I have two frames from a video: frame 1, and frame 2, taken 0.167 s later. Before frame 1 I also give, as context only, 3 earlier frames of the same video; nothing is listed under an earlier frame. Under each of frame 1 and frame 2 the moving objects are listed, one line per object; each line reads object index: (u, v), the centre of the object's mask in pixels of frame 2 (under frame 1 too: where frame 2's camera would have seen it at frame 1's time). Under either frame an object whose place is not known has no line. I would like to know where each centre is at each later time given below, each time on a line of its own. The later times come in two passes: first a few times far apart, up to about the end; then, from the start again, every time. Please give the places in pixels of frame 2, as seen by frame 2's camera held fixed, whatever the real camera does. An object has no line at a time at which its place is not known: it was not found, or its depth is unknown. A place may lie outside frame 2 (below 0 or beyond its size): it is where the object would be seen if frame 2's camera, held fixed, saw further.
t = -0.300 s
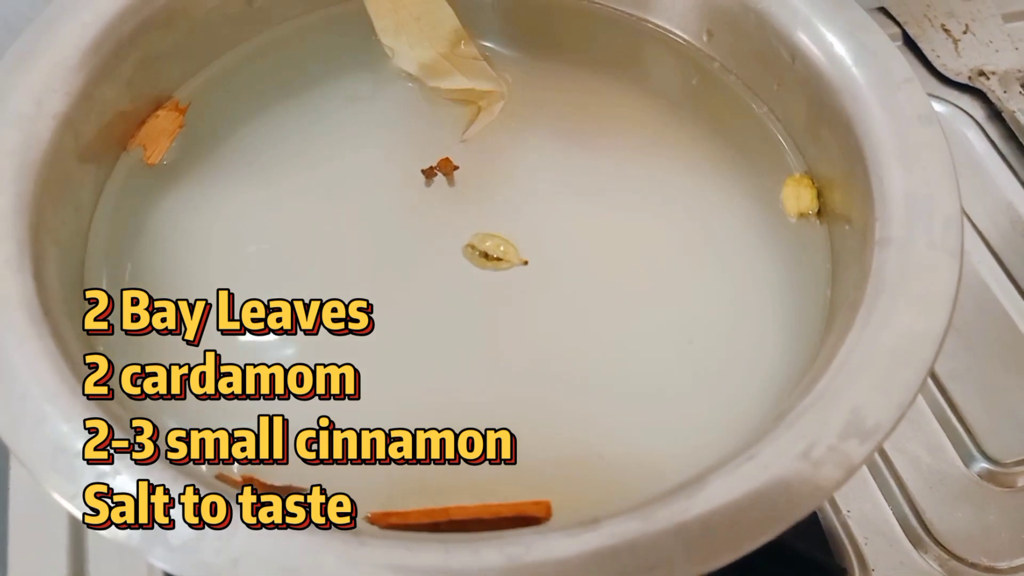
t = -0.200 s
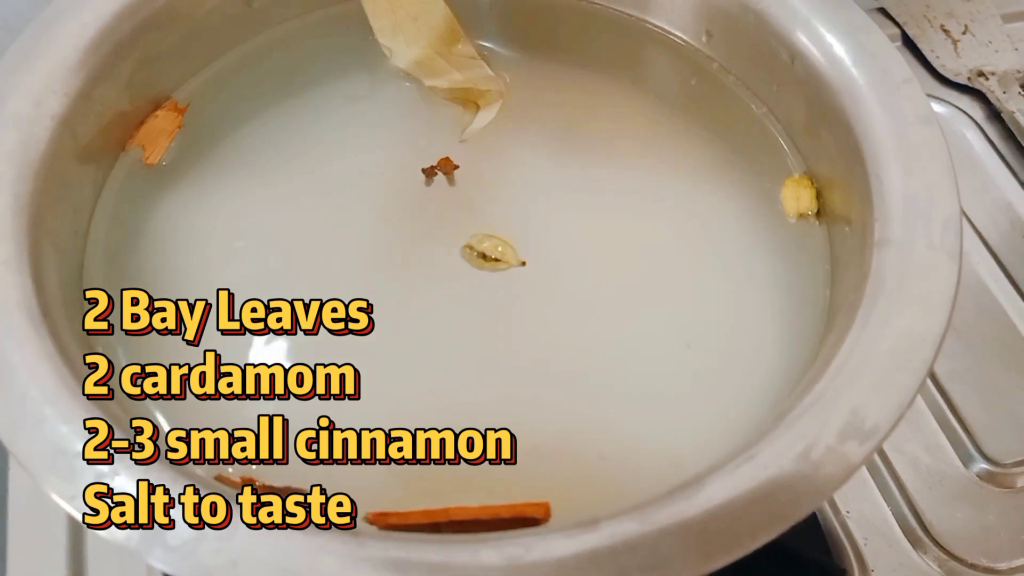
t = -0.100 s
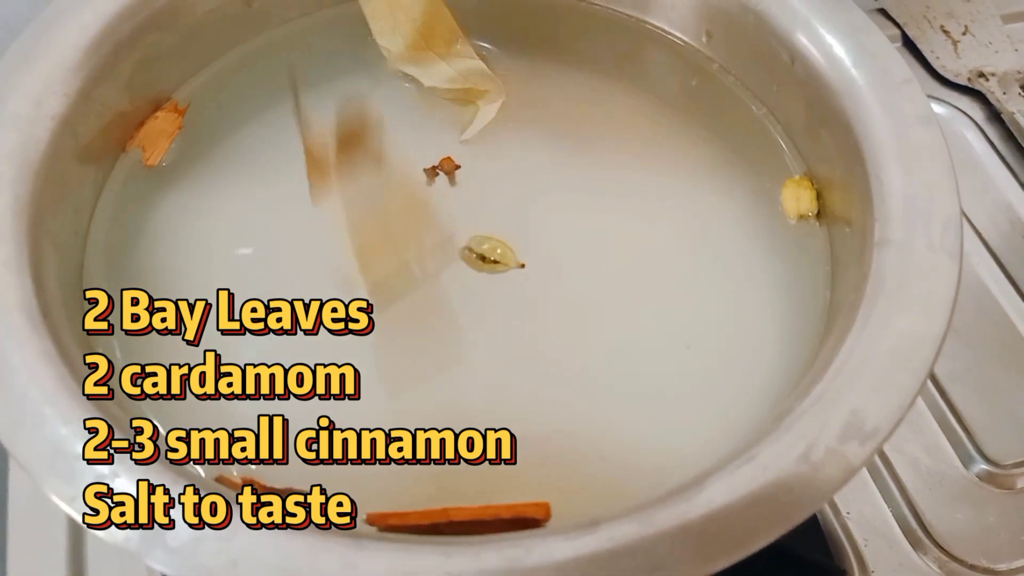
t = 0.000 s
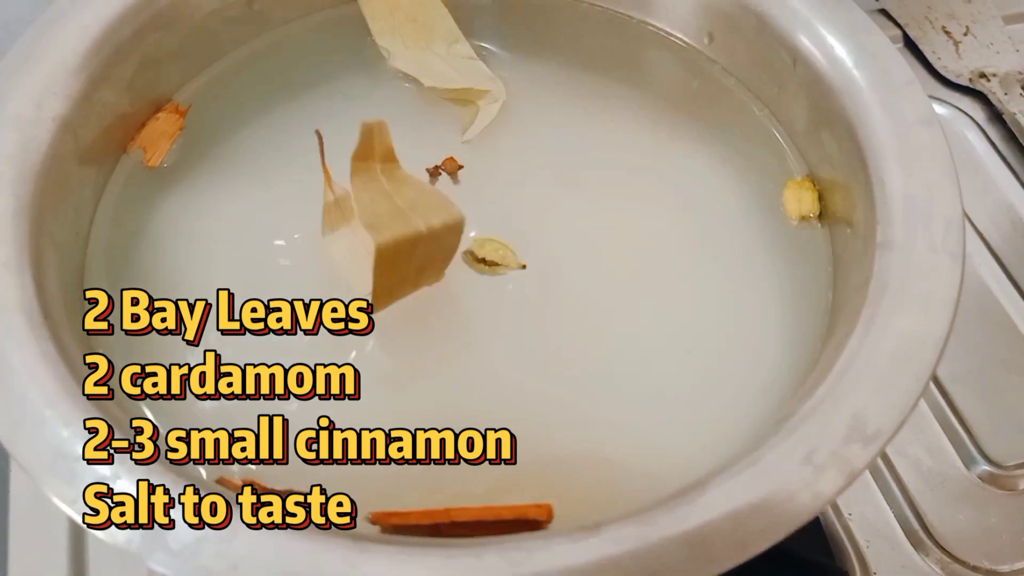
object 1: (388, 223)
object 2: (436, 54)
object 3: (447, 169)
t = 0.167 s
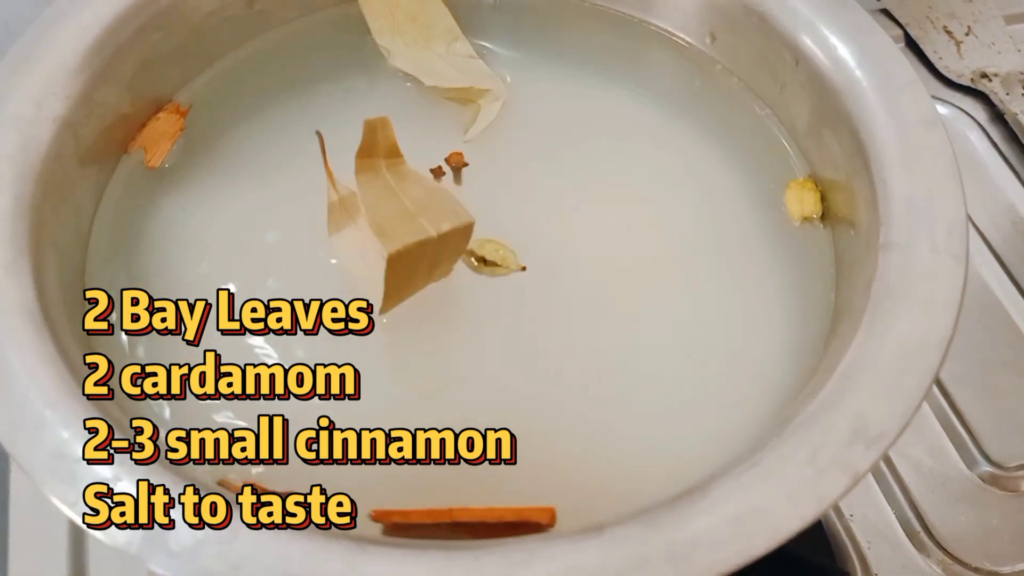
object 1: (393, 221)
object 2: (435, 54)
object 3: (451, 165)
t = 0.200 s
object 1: (396, 221)
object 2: (435, 54)
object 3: (451, 165)
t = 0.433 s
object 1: (407, 220)
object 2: (431, 50)
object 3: (455, 161)
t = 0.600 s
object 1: (413, 221)
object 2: (431, 49)
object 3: (460, 159)
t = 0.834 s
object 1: (419, 222)
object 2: (429, 47)
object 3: (467, 157)
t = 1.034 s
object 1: (422, 222)
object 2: (429, 48)
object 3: (479, 151)
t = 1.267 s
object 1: (426, 225)
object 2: (425, 46)
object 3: (486, 150)
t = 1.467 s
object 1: (429, 227)
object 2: (423, 45)
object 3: (491, 148)
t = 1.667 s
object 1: (435, 226)
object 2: (422, 45)
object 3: (496, 147)
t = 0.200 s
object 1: (396, 221)
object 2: (435, 54)
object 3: (451, 165)
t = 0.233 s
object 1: (398, 221)
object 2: (435, 53)
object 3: (452, 166)
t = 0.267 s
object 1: (400, 221)
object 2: (435, 52)
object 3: (453, 165)
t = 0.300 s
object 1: (401, 222)
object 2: (434, 52)
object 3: (453, 164)
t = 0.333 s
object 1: (402, 222)
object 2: (433, 52)
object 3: (453, 165)
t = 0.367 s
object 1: (403, 221)
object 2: (433, 52)
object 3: (453, 164)
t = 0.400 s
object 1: (405, 221)
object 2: (432, 51)
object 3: (454, 163)
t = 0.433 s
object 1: (407, 220)
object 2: (431, 50)
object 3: (455, 161)
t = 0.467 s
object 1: (408, 221)
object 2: (431, 50)
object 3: (457, 162)
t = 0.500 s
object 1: (410, 221)
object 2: (431, 50)
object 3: (457, 161)
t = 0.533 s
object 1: (411, 221)
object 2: (431, 50)
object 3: (459, 161)
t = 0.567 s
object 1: (412, 222)
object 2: (431, 49)
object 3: (459, 160)
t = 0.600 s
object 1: (413, 221)
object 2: (431, 49)
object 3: (460, 159)
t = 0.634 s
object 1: (416, 221)
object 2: (431, 49)
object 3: (462, 158)
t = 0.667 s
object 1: (416, 221)
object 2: (430, 49)
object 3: (463, 158)
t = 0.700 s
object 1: (415, 222)
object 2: (430, 48)
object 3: (462, 158)
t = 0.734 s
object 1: (415, 222)
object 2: (429, 48)
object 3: (463, 158)
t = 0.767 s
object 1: (417, 222)
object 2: (429, 48)
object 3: (464, 157)
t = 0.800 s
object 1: (418, 221)
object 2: (428, 47)
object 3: (466, 157)
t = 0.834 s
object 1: (419, 222)
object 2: (429, 47)
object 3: (467, 157)
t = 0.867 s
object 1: (419, 222)
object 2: (429, 47)
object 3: (467, 157)
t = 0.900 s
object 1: (420, 222)
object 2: (429, 47)
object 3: (467, 156)
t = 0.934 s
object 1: (421, 222)
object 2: (429, 48)
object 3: (469, 154)
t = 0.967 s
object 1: (422, 221)
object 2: (428, 48)
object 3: (479, 151)
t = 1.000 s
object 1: (421, 222)
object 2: (429, 48)
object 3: (480, 152)
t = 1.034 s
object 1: (422, 222)
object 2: (429, 48)
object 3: (479, 151)
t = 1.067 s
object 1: (422, 222)
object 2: (428, 48)
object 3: (480, 151)
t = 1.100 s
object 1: (423, 223)
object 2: (428, 48)
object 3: (481, 151)
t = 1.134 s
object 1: (424, 223)
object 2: (428, 48)
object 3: (482, 151)
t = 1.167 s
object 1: (424, 224)
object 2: (427, 47)
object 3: (484, 151)
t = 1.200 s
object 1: (425, 224)
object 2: (426, 46)
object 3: (484, 150)
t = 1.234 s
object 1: (426, 225)
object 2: (425, 46)
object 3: (485, 149)
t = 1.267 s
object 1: (426, 225)
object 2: (425, 46)
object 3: (486, 150)
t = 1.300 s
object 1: (426, 226)
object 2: (424, 46)
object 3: (487, 150)
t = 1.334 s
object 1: (427, 226)
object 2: (424, 45)
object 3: (488, 150)
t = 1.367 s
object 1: (427, 226)
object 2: (424, 45)
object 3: (489, 148)
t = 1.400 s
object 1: (428, 226)
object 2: (423, 45)
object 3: (489, 149)
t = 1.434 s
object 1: (428, 226)
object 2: (423, 45)
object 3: (490, 149)
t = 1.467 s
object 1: (429, 227)
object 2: (423, 45)
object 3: (491, 148)
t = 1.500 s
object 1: (430, 227)
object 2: (423, 45)
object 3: (492, 147)
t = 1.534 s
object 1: (430, 228)
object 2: (423, 46)
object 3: (493, 147)
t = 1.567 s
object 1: (431, 228)
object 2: (423, 45)
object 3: (493, 147)
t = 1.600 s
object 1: (432, 227)
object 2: (422, 45)
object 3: (494, 147)
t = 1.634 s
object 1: (433, 226)
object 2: (423, 46)
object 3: (495, 147)
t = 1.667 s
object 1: (435, 226)
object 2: (422, 45)
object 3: (496, 147)
